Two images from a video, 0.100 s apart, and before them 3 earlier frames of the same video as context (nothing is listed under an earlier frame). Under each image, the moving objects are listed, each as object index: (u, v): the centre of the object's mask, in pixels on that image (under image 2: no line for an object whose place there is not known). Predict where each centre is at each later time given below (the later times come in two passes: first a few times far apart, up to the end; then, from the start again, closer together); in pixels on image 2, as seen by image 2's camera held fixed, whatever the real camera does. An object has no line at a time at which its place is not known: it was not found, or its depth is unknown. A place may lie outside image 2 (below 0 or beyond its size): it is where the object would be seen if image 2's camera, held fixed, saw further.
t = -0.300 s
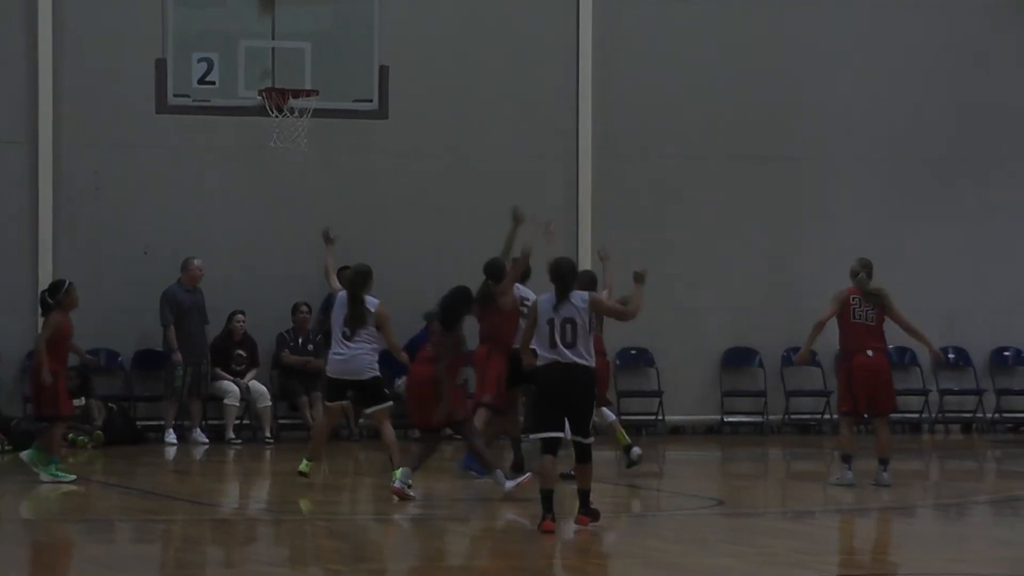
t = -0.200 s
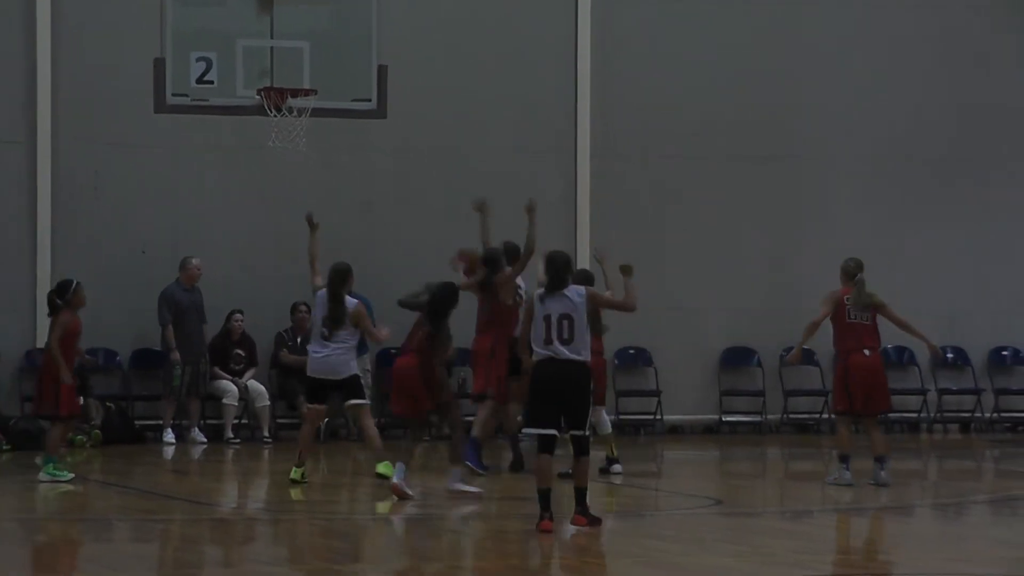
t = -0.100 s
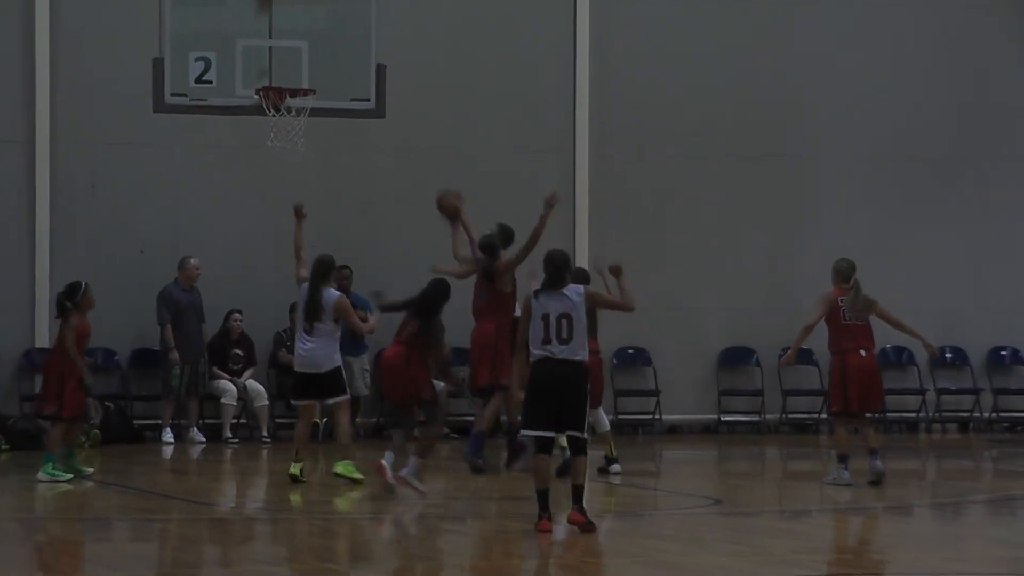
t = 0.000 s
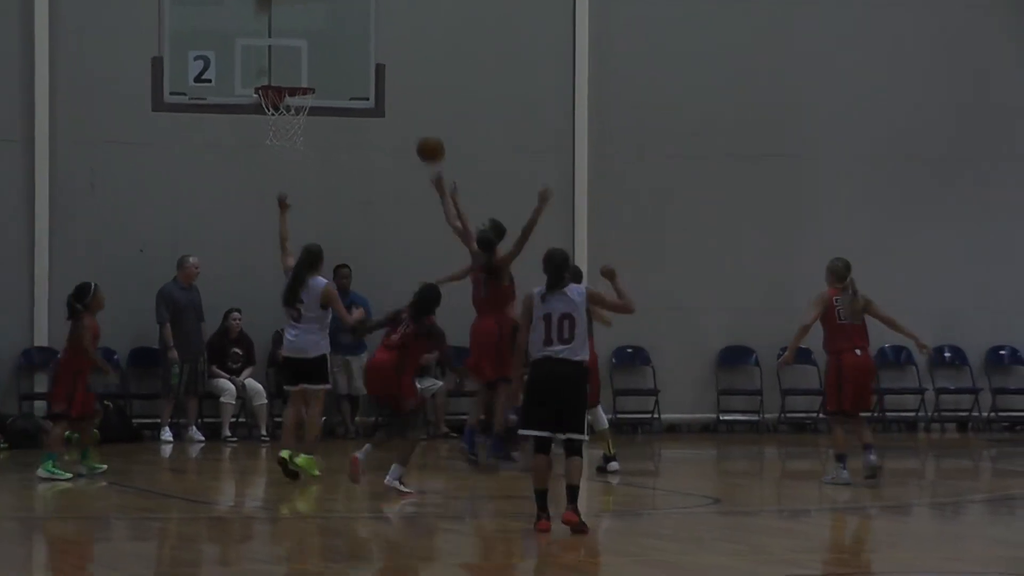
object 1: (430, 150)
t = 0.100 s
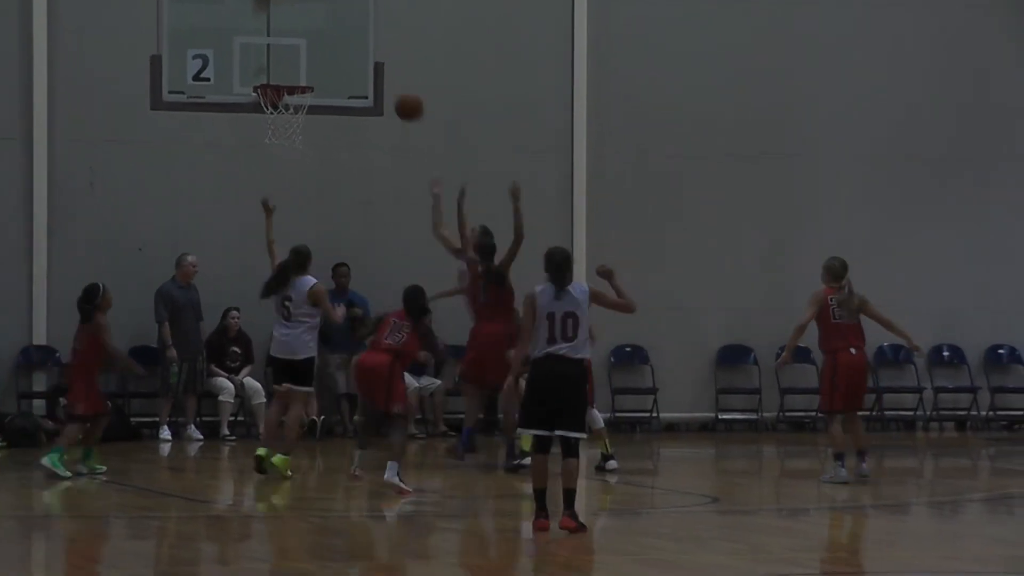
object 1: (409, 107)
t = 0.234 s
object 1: (381, 71)
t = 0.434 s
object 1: (339, 56)
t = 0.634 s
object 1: (303, 68)
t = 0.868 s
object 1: (277, 75)
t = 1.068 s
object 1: (270, 82)
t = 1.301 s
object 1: (293, 106)
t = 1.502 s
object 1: (298, 134)
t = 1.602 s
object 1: (298, 154)
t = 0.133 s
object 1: (402, 96)
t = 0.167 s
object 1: (395, 86)
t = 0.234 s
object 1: (381, 71)
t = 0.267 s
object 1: (375, 66)
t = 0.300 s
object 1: (368, 61)
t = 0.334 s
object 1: (360, 57)
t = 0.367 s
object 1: (354, 56)
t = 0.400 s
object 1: (347, 55)
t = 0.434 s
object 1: (339, 56)
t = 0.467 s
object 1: (332, 58)
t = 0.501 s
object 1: (325, 61)
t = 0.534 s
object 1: (319, 66)
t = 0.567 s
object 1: (311, 72)
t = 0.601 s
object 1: (307, 71)
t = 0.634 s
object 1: (303, 68)
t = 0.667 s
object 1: (300, 67)
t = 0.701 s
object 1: (296, 67)
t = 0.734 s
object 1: (292, 69)
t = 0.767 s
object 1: (289, 71)
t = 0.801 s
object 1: (285, 75)
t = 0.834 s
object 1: (282, 75)
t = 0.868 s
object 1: (277, 75)
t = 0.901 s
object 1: (273, 76)
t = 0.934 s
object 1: (269, 78)
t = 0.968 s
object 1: (269, 79)
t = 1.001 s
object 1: (269, 78)
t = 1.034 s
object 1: (270, 79)
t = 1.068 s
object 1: (270, 82)
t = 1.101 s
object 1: (274, 83)
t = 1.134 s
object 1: (276, 83)
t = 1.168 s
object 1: (278, 88)
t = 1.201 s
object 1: (278, 94)
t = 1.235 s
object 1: (286, 96)
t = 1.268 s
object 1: (292, 103)
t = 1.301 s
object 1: (293, 106)
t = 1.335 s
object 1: (297, 115)
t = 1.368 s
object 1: (296, 117)
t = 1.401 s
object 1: (299, 119)
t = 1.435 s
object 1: (299, 122)
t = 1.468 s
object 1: (299, 127)
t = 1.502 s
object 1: (298, 134)
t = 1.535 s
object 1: (298, 139)
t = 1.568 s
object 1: (298, 147)
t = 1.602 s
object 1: (298, 154)
